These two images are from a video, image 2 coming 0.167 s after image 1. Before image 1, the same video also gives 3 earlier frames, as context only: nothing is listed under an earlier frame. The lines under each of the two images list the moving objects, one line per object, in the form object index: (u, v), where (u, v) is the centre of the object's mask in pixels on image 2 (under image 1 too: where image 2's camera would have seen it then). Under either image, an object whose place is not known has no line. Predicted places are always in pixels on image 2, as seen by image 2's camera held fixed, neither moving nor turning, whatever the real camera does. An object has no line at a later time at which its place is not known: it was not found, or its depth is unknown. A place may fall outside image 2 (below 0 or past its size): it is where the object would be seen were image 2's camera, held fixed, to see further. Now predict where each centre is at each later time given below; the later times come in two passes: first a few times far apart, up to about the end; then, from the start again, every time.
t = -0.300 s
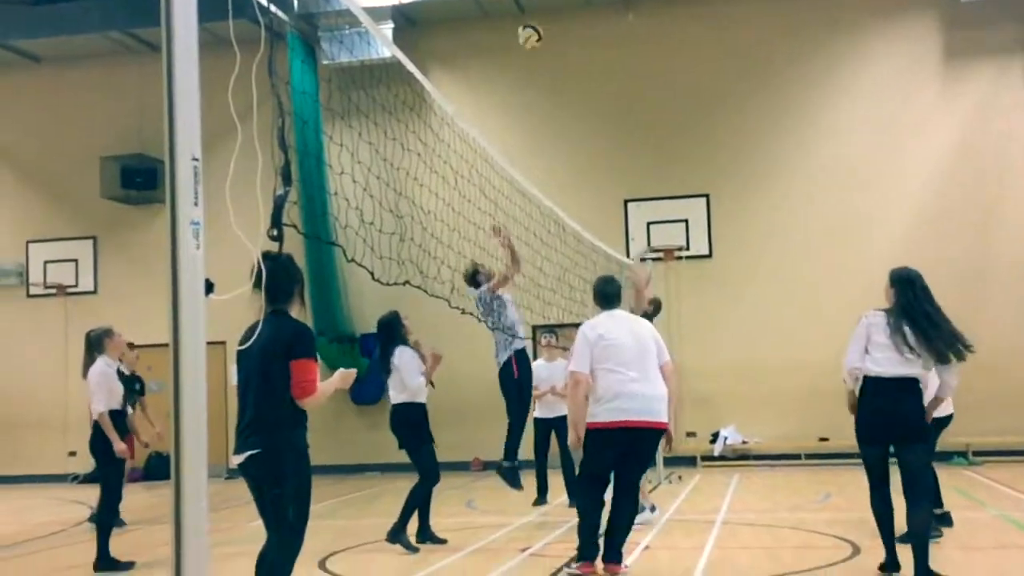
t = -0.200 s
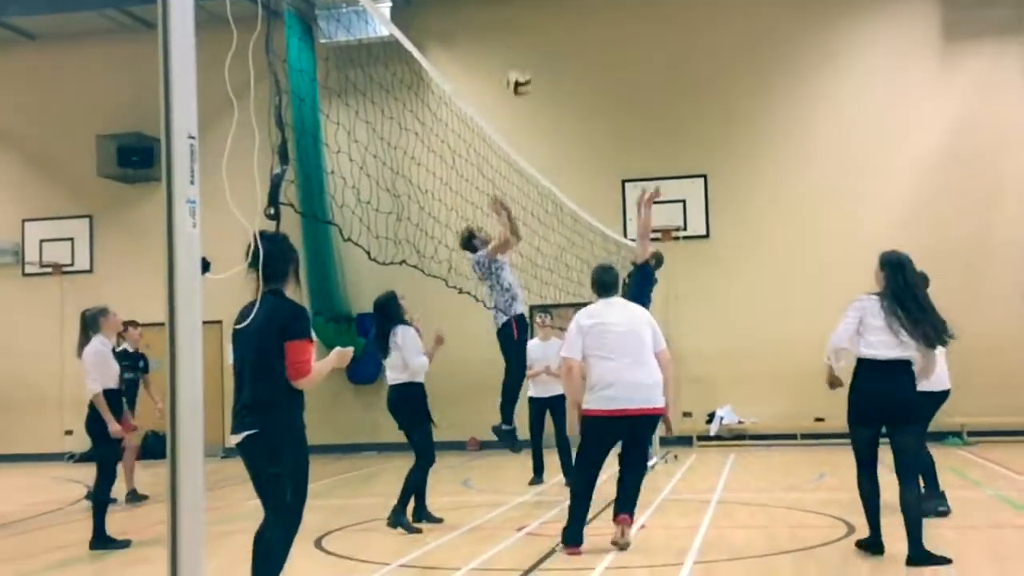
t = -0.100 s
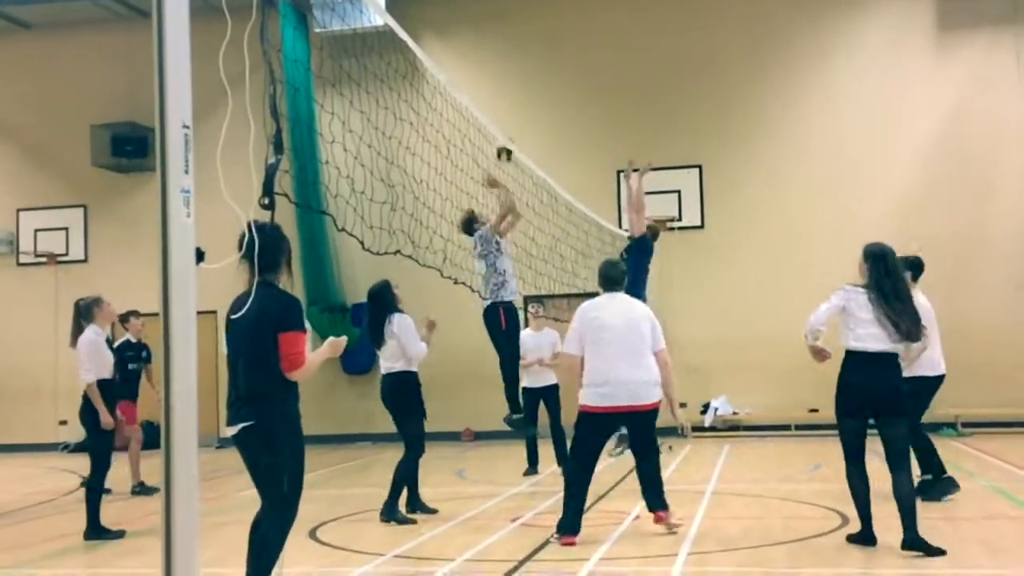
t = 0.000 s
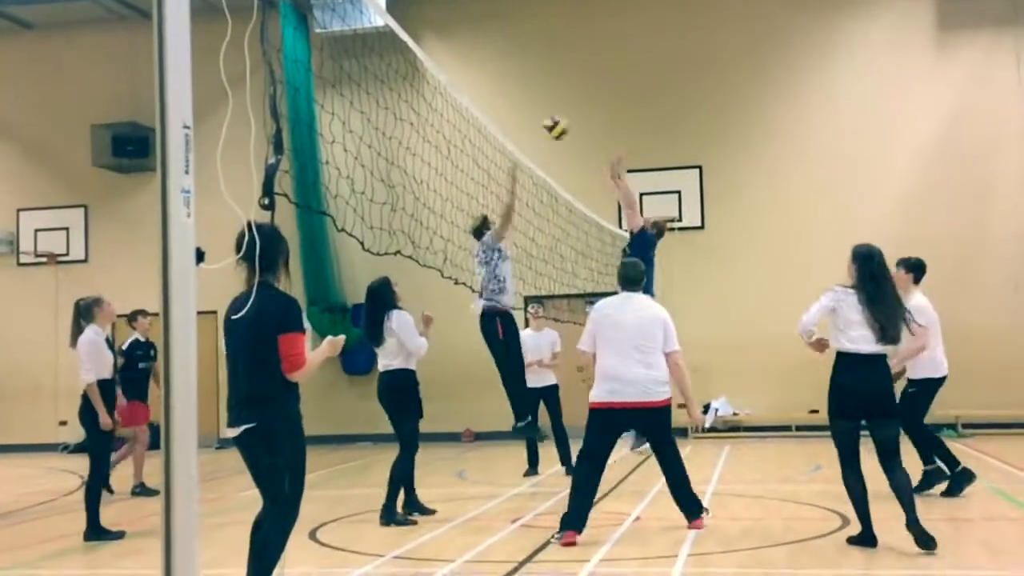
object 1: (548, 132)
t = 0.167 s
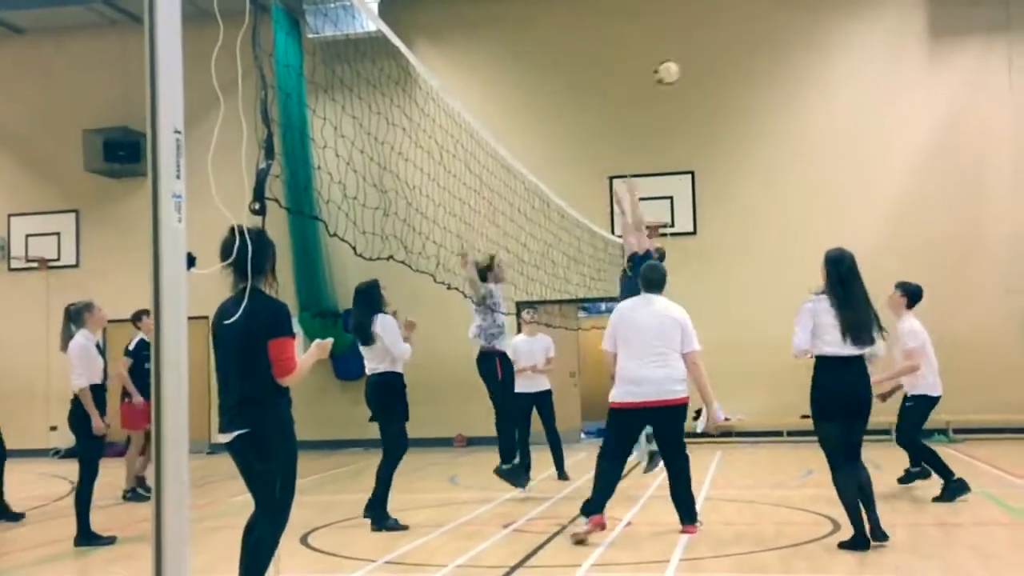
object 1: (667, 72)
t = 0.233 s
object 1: (714, 54)
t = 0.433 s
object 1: (846, 46)
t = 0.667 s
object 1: (1013, 77)
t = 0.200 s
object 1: (691, 64)
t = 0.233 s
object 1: (714, 54)
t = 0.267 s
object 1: (737, 48)
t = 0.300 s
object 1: (760, 45)
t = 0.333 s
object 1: (782, 42)
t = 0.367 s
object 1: (804, 40)
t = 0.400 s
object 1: (825, 42)
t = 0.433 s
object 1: (846, 46)
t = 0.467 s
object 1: (870, 43)
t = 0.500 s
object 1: (895, 44)
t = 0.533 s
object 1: (917, 50)
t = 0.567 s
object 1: (941, 54)
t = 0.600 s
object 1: (966, 60)
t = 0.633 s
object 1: (988, 67)
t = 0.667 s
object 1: (1013, 77)
